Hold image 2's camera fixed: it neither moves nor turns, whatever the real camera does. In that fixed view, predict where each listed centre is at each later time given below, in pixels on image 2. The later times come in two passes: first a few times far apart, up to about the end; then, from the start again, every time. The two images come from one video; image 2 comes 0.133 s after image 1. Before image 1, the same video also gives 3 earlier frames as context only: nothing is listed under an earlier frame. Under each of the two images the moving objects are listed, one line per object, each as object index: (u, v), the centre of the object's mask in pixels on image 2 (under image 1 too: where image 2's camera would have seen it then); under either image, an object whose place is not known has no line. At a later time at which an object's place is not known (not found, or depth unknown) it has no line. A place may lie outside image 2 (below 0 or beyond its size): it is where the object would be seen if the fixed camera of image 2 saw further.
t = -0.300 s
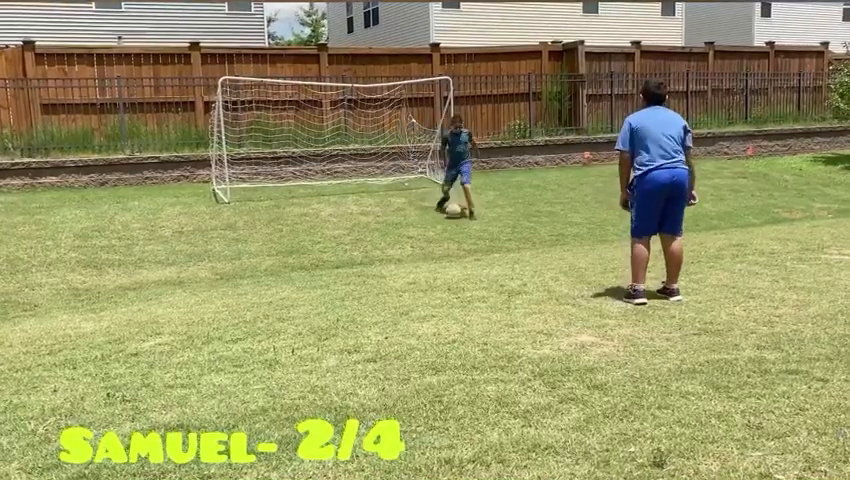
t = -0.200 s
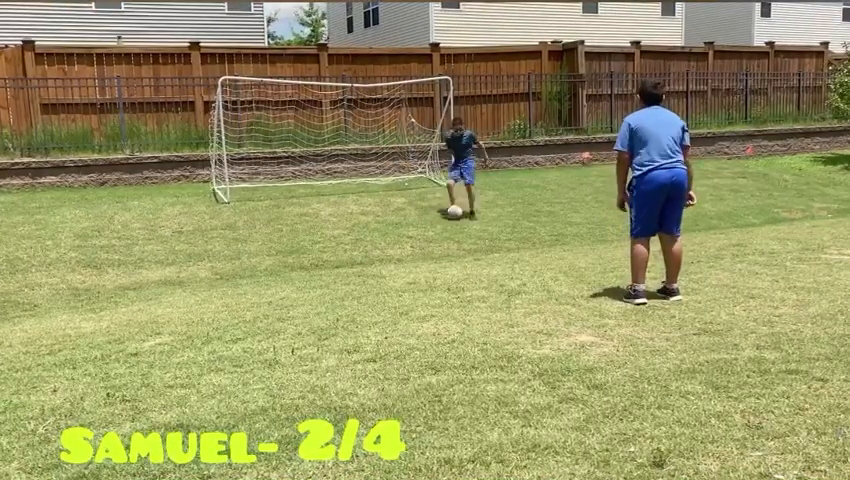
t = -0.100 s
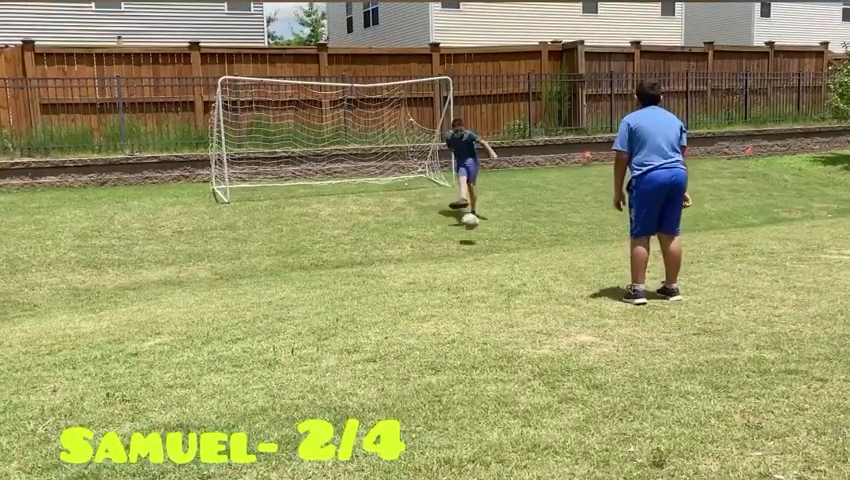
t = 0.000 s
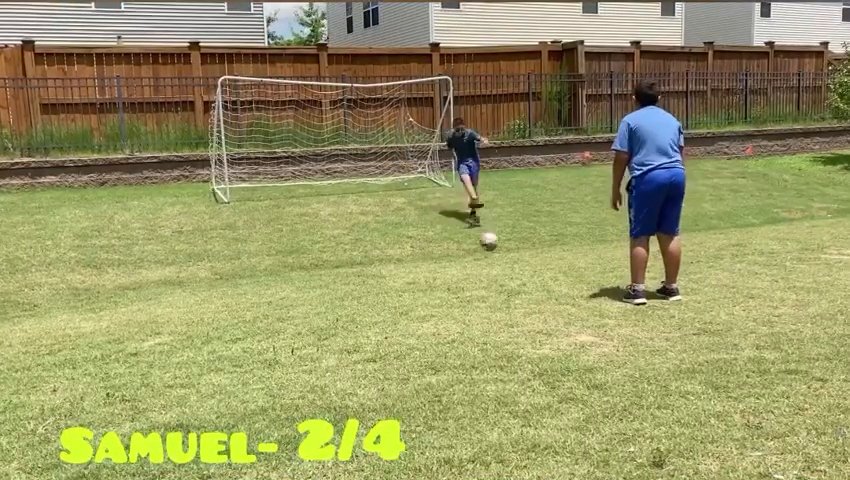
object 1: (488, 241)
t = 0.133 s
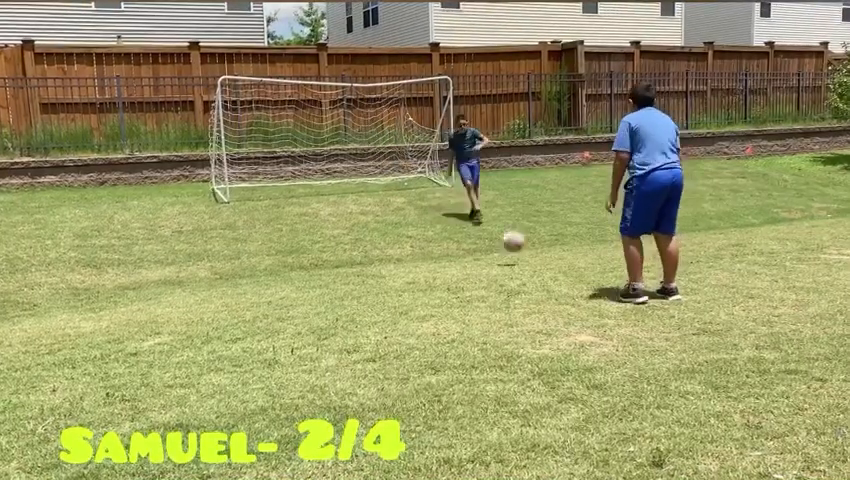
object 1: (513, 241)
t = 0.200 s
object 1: (524, 235)
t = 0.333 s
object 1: (553, 241)
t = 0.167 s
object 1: (518, 237)
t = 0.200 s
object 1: (524, 235)
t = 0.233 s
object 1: (531, 235)
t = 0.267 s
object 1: (538, 235)
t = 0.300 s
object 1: (545, 237)
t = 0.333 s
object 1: (553, 241)
